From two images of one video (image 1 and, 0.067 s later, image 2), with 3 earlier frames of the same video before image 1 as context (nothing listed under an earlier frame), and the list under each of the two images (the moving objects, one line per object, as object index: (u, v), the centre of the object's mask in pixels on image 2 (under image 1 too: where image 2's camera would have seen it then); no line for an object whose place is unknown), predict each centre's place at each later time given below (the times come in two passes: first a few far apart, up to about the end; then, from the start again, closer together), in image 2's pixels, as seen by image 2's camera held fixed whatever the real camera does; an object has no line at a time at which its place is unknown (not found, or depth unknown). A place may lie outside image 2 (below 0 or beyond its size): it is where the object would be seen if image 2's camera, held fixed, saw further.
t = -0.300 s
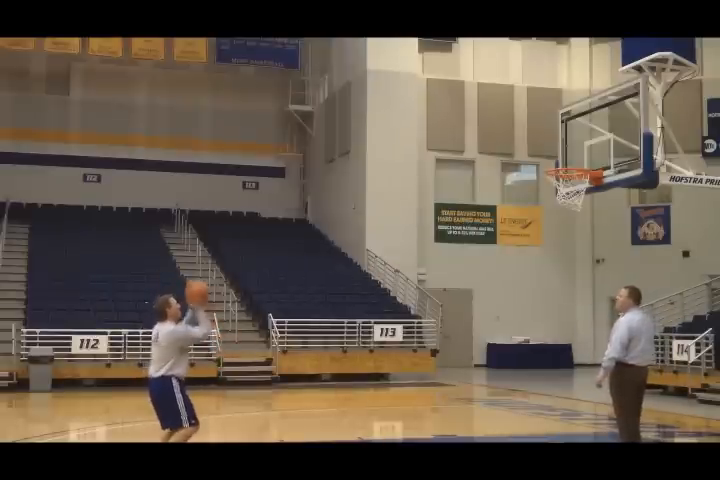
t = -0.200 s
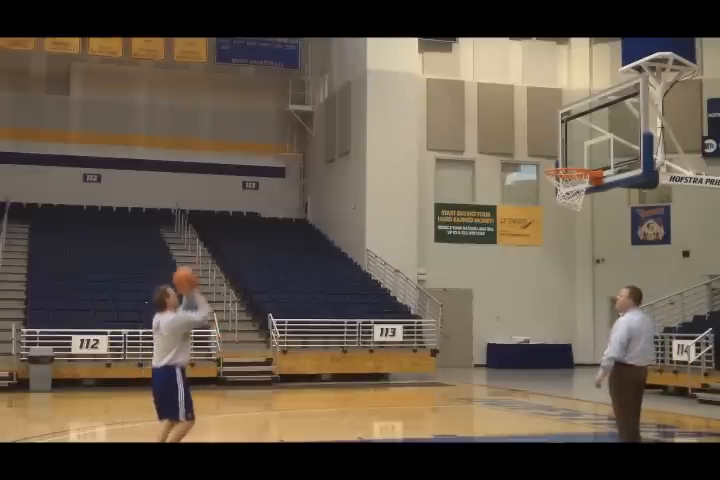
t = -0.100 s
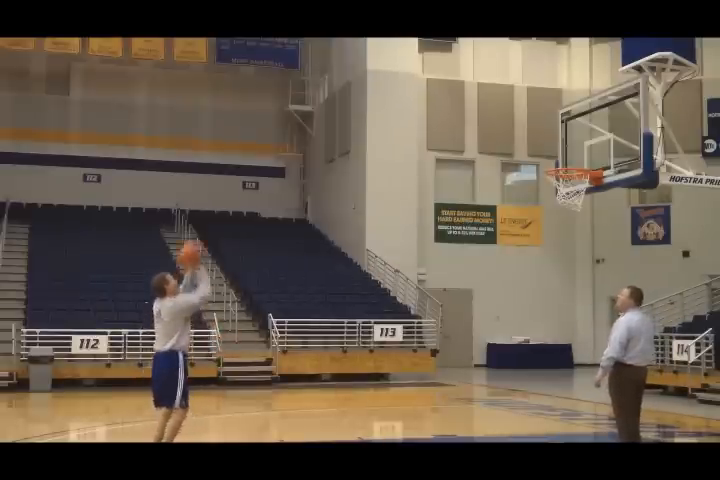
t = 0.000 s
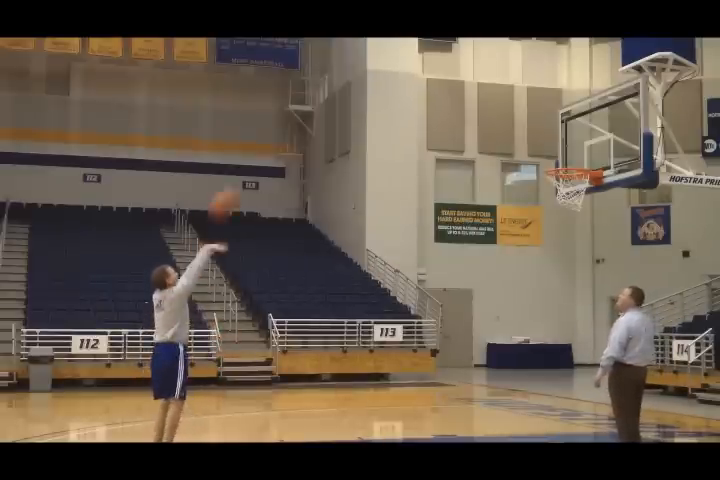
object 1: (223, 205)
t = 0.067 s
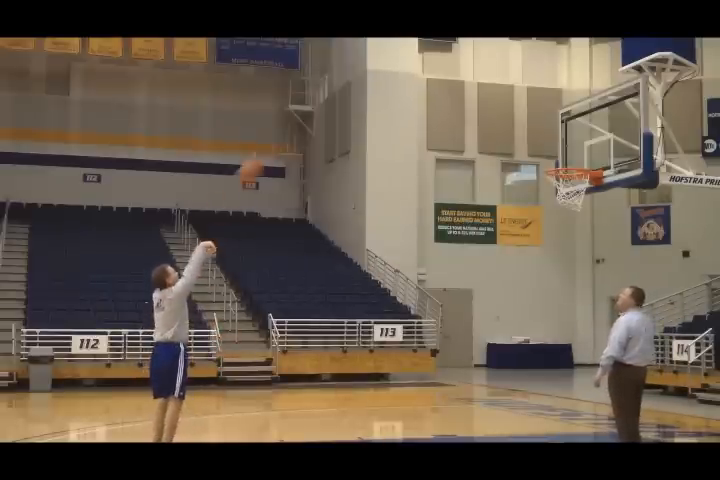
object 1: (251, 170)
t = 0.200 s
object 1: (300, 125)
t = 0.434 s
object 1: (380, 83)
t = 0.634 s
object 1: (448, 86)
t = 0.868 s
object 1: (521, 134)
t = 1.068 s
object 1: (563, 152)
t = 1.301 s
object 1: (581, 155)
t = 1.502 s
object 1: (557, 179)
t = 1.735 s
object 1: (564, 204)
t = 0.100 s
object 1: (263, 159)
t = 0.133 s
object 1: (276, 143)
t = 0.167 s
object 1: (288, 132)
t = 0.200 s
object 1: (300, 125)
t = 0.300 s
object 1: (335, 98)
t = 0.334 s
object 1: (346, 93)
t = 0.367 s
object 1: (357, 88)
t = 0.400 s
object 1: (369, 86)
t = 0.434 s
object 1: (380, 83)
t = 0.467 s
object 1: (391, 81)
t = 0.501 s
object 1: (402, 80)
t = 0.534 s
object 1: (413, 80)
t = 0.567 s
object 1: (425, 81)
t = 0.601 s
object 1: (436, 83)
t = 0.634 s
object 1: (448, 86)
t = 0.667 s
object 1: (456, 90)
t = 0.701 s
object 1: (469, 95)
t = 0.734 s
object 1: (479, 100)
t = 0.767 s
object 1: (489, 106)
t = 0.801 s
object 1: (500, 114)
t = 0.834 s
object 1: (509, 122)
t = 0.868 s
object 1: (521, 134)
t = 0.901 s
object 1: (531, 142)
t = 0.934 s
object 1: (542, 154)
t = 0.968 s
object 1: (549, 160)
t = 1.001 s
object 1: (554, 156)
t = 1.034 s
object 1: (559, 154)
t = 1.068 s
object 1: (563, 152)
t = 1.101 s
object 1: (569, 151)
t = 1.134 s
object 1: (573, 151)
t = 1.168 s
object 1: (580, 152)
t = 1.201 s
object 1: (585, 154)
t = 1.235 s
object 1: (588, 155)
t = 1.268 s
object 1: (585, 154)
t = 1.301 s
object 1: (581, 155)
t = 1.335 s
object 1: (577, 156)
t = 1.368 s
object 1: (573, 159)
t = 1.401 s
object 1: (570, 160)
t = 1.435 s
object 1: (567, 162)
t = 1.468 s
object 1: (564, 170)
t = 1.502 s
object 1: (557, 179)
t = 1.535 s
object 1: (556, 180)
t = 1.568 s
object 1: (555, 181)
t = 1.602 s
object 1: (555, 182)
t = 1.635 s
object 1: (556, 189)
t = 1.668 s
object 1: (559, 193)
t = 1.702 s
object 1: (562, 198)
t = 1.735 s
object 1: (564, 204)
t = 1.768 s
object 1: (565, 208)
